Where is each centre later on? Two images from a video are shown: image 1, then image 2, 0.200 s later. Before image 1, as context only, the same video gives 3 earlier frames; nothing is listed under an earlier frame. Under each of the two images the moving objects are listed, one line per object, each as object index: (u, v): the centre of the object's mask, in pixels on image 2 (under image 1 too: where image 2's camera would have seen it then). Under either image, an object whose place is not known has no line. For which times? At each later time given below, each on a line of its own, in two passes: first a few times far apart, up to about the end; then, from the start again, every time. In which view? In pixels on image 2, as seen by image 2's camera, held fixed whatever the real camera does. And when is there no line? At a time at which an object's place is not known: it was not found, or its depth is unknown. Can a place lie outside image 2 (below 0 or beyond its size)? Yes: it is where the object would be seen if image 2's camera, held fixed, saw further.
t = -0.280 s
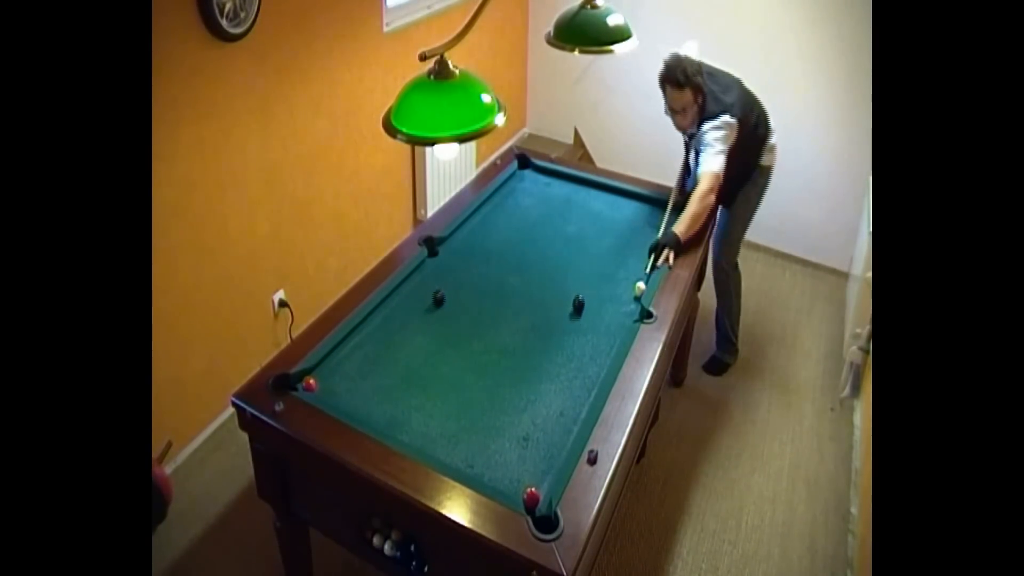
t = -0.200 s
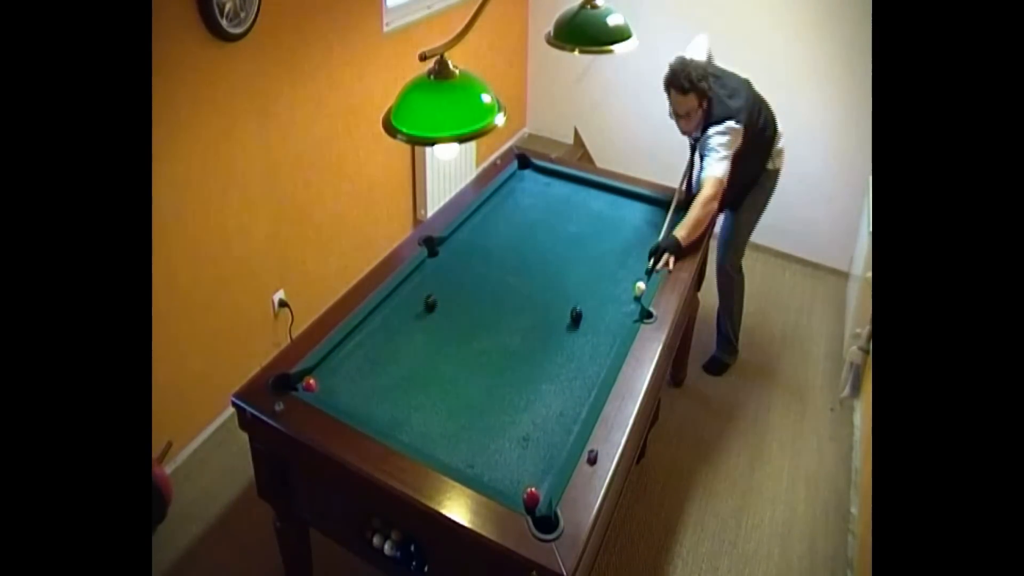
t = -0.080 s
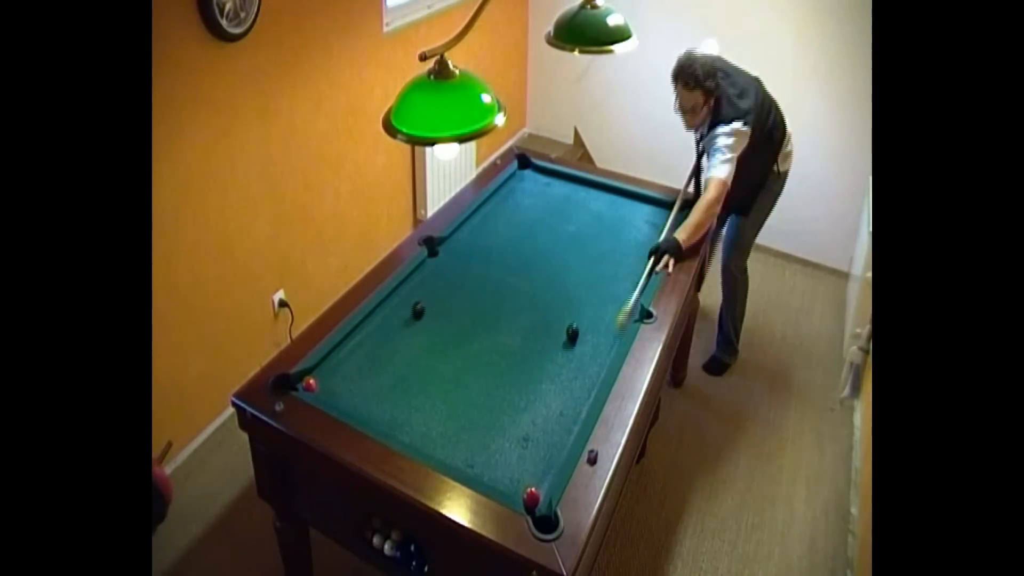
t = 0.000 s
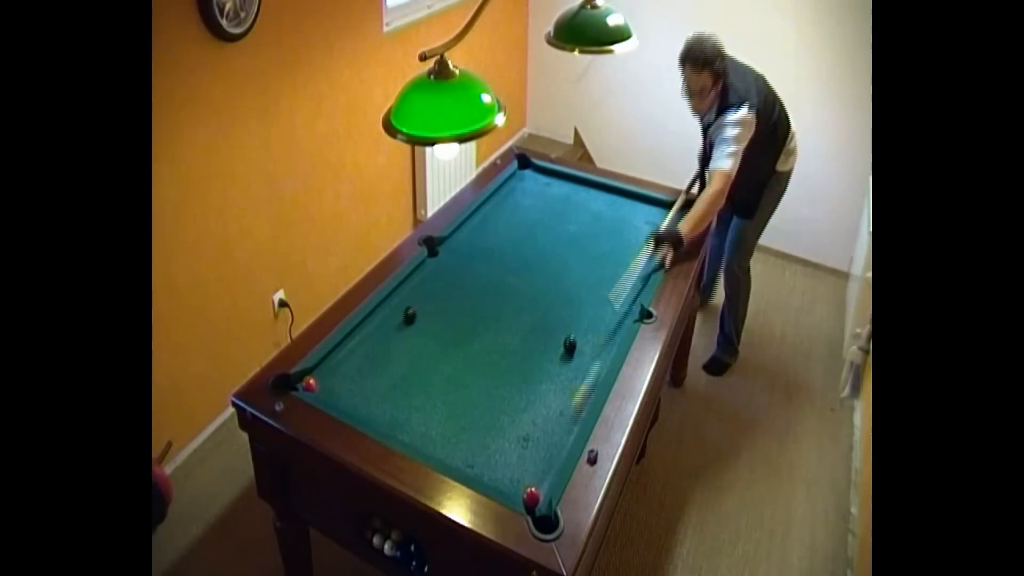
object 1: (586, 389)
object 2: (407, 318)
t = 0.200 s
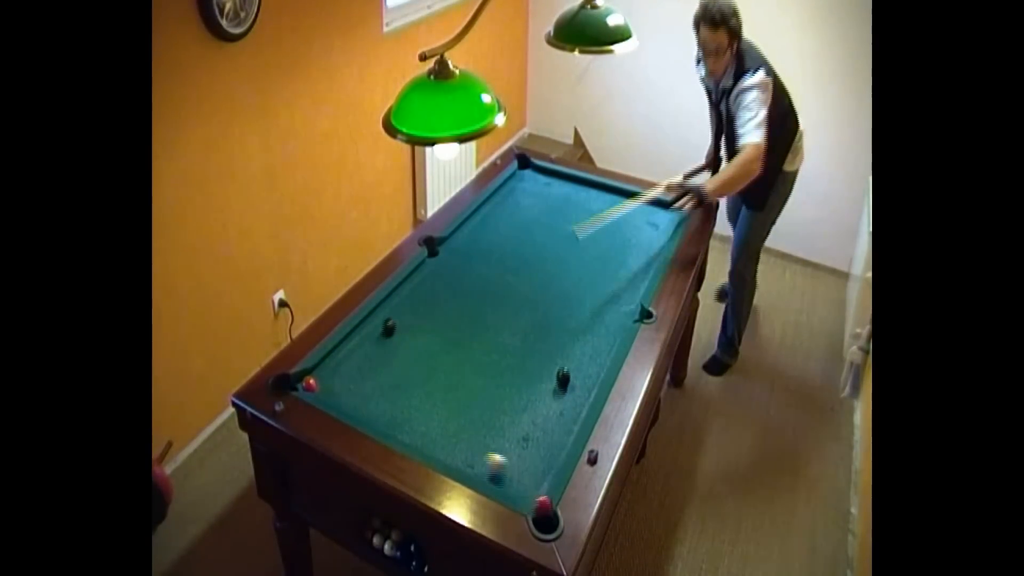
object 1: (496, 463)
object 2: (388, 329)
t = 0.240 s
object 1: (483, 459)
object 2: (384, 331)
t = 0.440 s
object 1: (427, 437)
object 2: (363, 343)
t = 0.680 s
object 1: (377, 414)
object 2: (338, 358)
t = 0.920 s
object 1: (329, 392)
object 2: (321, 373)
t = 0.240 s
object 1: (483, 459)
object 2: (384, 331)
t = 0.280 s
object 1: (471, 457)
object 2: (380, 333)
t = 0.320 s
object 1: (458, 454)
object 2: (376, 336)
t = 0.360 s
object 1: (444, 452)
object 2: (371, 339)
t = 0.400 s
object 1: (434, 445)
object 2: (367, 341)
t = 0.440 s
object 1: (427, 437)
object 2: (363, 343)
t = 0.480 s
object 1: (419, 432)
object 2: (359, 345)
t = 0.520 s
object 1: (412, 426)
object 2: (355, 348)
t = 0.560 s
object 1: (403, 422)
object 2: (350, 350)
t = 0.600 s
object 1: (394, 418)
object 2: (346, 353)
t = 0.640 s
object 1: (386, 416)
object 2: (342, 356)
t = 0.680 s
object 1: (377, 414)
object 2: (338, 358)
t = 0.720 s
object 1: (368, 410)
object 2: (334, 361)
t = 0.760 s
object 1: (359, 407)
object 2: (330, 364)
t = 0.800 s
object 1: (351, 404)
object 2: (326, 367)
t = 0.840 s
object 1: (342, 401)
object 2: (323, 369)
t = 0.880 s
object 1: (335, 397)
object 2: (322, 371)
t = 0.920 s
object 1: (329, 392)
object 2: (321, 373)
